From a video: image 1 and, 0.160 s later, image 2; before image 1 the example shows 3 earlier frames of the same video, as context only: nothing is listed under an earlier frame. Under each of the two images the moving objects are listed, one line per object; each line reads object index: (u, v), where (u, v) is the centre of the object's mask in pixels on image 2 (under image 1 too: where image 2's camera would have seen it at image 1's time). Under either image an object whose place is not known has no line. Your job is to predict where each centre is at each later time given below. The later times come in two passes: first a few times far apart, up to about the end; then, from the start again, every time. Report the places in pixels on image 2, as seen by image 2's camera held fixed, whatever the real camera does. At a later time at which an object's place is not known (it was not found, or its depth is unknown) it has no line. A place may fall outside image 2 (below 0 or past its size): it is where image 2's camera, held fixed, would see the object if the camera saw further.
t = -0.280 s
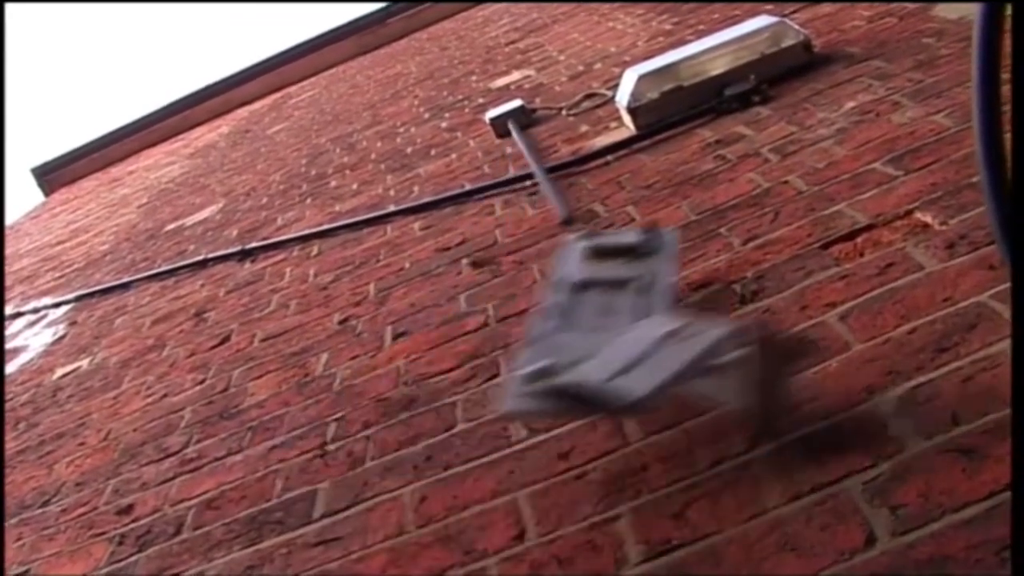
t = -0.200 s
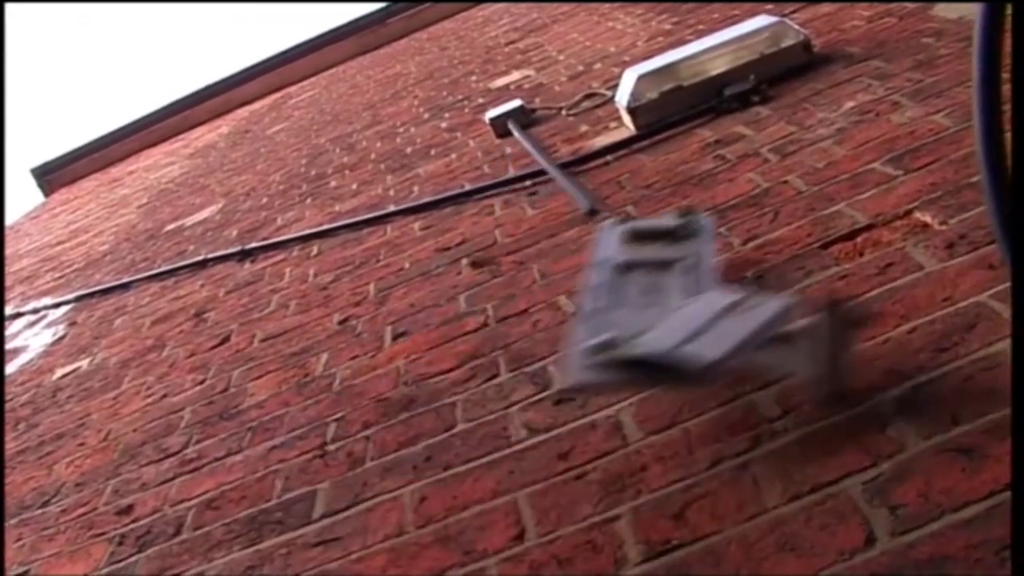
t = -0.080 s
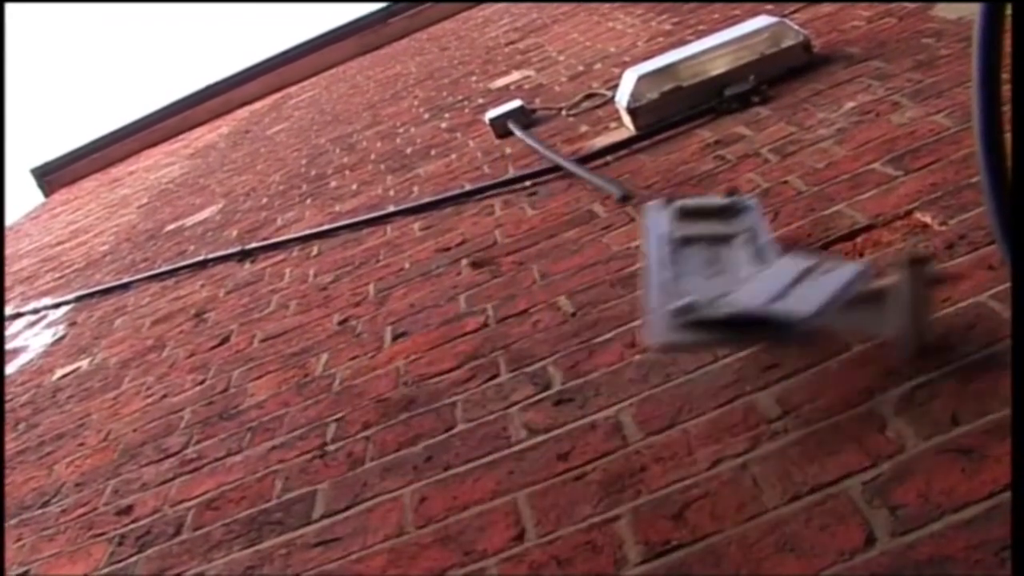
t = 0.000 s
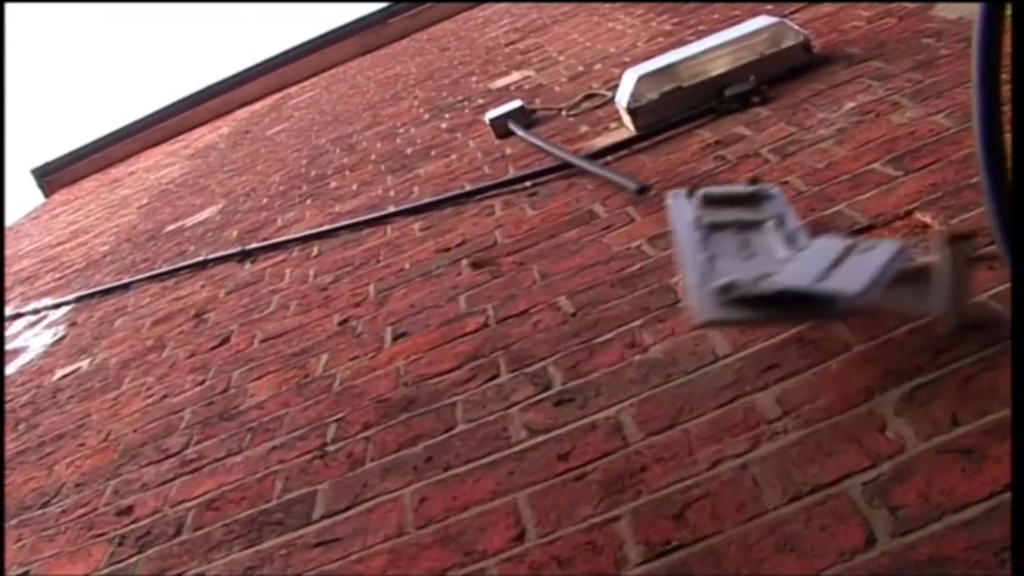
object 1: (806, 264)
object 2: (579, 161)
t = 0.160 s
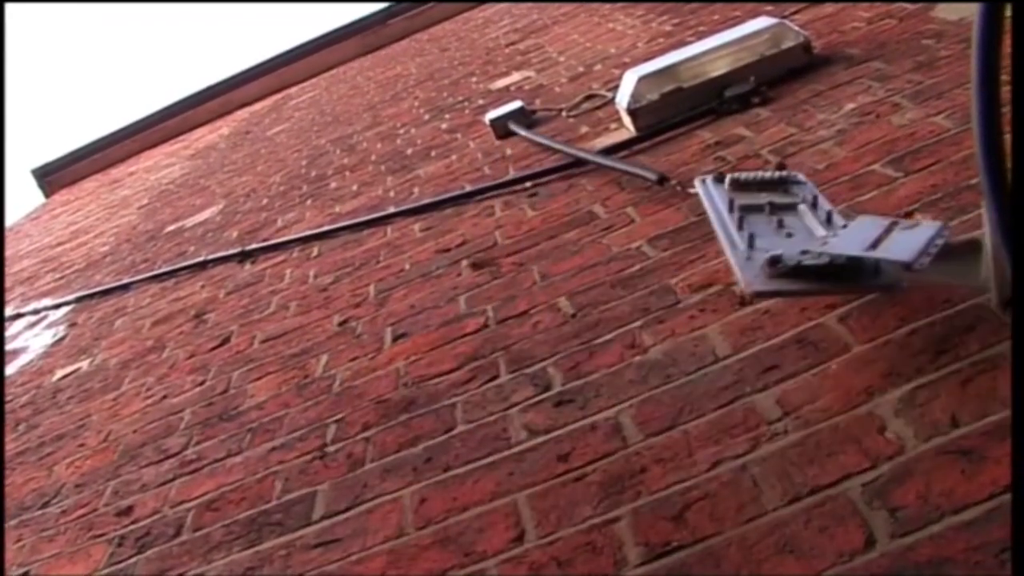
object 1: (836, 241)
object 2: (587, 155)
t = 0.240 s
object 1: (838, 239)
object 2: (588, 154)
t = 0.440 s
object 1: (823, 254)
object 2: (580, 158)
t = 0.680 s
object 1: (721, 312)
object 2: (560, 170)
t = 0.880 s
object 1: (606, 359)
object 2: (534, 179)
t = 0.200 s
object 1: (837, 239)
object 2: (588, 154)
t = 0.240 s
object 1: (838, 239)
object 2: (588, 154)
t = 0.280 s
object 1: (838, 239)
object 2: (588, 154)
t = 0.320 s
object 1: (836, 241)
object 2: (587, 155)
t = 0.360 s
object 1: (834, 244)
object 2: (586, 155)
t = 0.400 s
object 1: (832, 248)
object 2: (583, 156)
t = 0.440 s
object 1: (823, 254)
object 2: (580, 158)
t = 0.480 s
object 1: (811, 260)
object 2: (577, 160)
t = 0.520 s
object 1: (795, 269)
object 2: (574, 162)
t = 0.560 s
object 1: (777, 279)
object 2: (571, 163)
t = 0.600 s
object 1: (760, 291)
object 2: (568, 166)
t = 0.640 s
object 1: (740, 302)
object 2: (564, 168)
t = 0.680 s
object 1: (721, 312)
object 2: (560, 170)
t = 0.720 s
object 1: (698, 324)
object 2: (556, 173)
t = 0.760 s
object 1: (677, 333)
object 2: (552, 177)
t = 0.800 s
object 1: (657, 342)
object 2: (545, 177)
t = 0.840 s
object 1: (629, 350)
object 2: (539, 177)
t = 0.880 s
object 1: (606, 359)
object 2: (534, 179)
